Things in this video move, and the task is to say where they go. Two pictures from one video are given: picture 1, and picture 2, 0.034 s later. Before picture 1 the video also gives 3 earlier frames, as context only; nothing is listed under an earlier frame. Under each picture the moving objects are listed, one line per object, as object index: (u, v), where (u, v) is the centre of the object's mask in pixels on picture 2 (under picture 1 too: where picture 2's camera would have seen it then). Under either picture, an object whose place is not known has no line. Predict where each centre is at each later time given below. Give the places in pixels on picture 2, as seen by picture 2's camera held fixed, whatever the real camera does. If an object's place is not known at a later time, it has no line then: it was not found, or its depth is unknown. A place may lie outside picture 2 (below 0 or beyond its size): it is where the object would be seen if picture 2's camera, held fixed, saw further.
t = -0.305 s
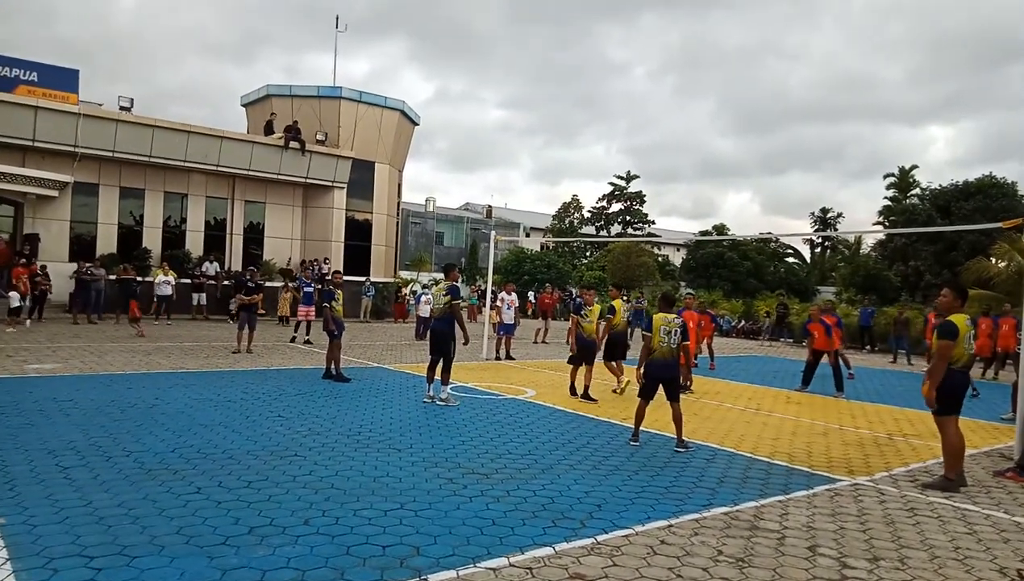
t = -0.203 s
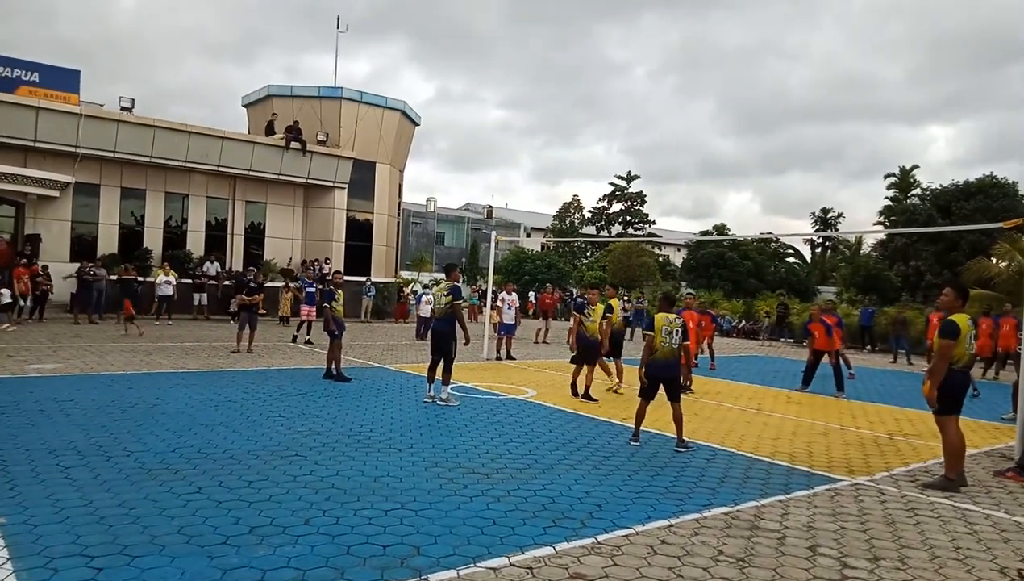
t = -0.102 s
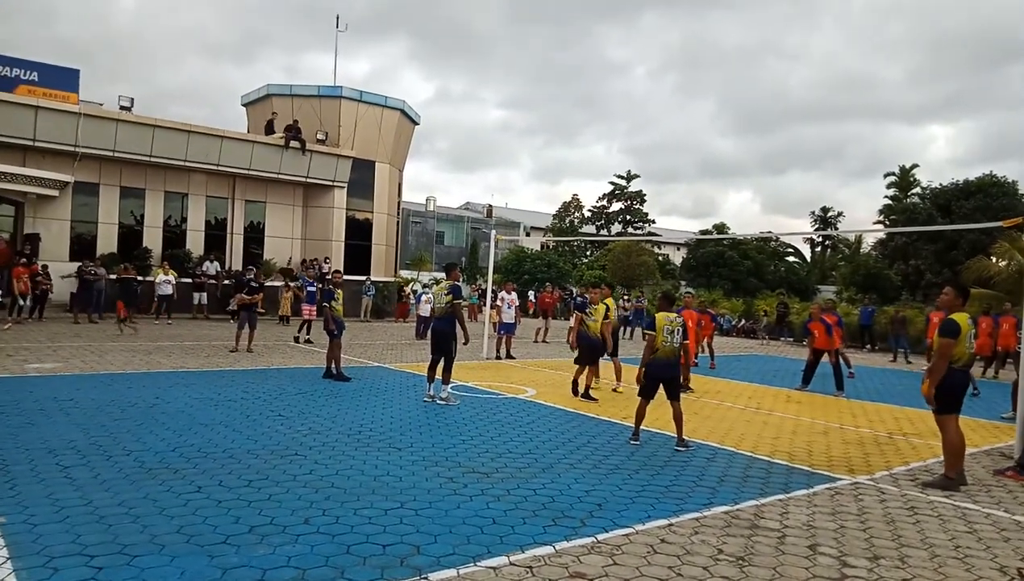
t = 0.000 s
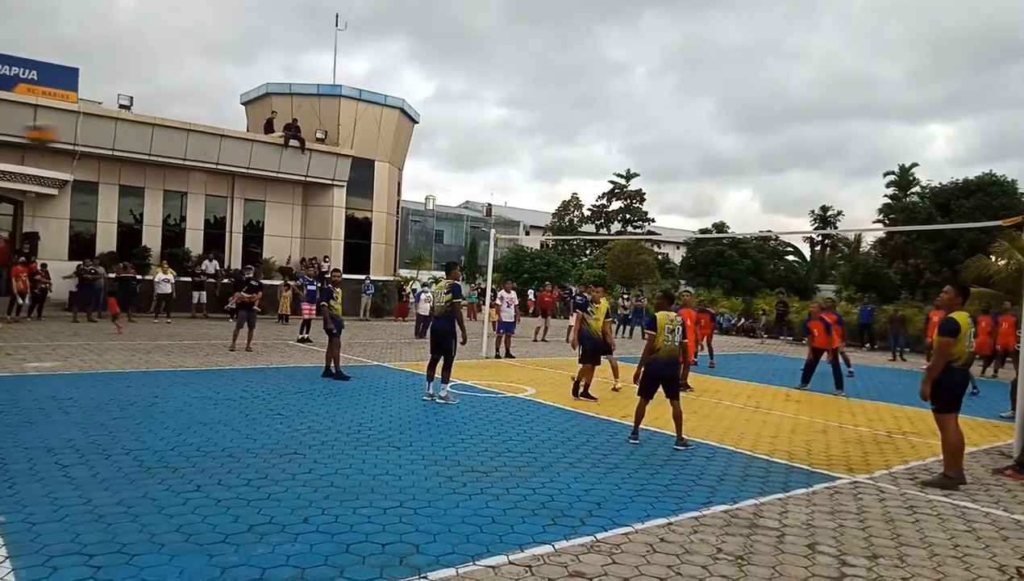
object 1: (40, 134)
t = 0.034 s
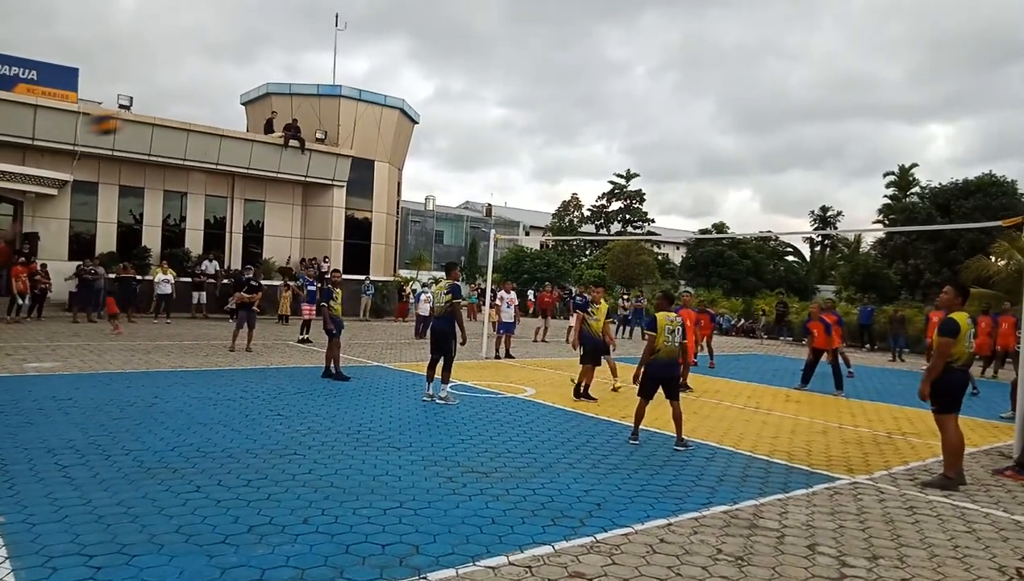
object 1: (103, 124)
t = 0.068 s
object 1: (164, 113)
